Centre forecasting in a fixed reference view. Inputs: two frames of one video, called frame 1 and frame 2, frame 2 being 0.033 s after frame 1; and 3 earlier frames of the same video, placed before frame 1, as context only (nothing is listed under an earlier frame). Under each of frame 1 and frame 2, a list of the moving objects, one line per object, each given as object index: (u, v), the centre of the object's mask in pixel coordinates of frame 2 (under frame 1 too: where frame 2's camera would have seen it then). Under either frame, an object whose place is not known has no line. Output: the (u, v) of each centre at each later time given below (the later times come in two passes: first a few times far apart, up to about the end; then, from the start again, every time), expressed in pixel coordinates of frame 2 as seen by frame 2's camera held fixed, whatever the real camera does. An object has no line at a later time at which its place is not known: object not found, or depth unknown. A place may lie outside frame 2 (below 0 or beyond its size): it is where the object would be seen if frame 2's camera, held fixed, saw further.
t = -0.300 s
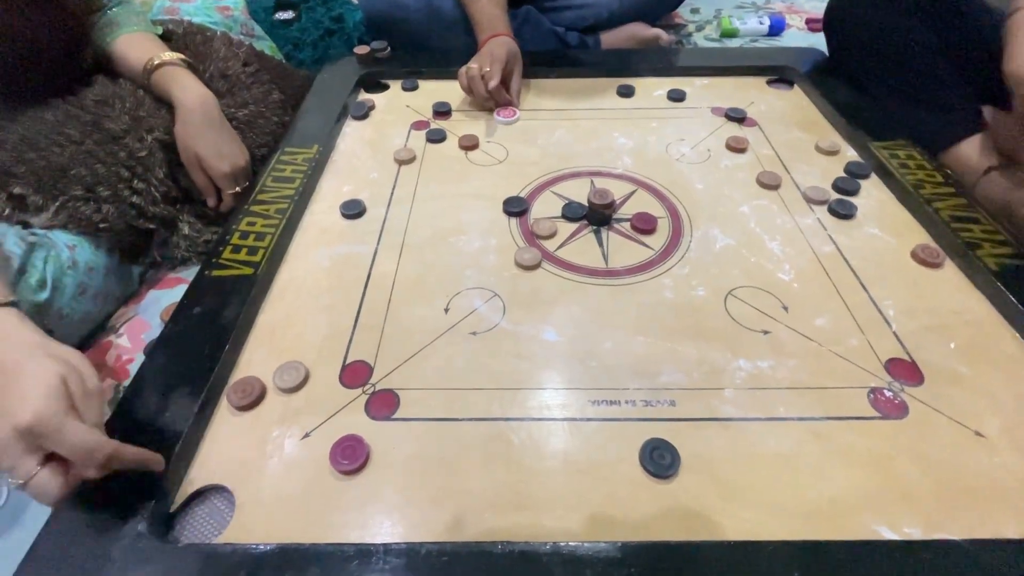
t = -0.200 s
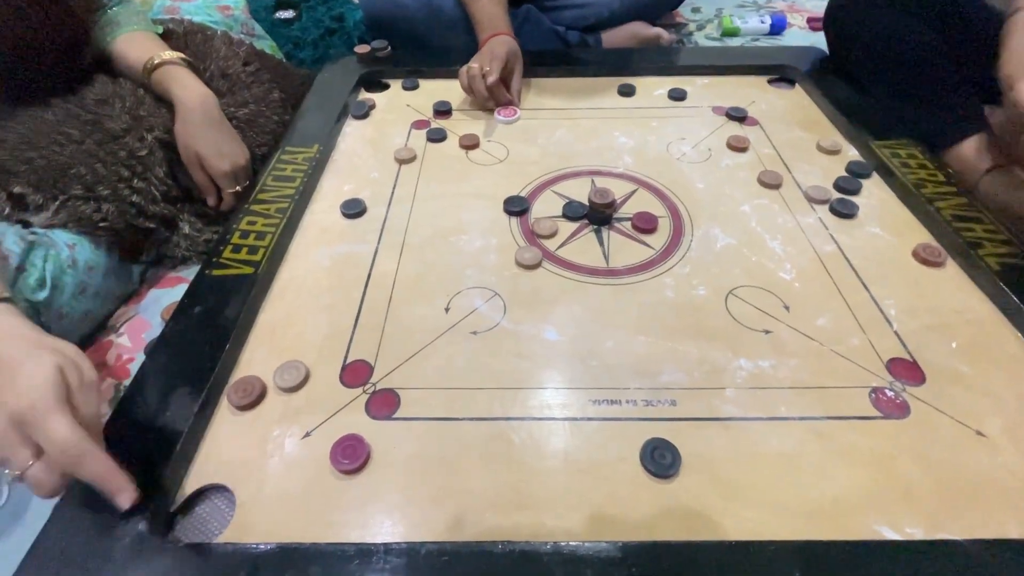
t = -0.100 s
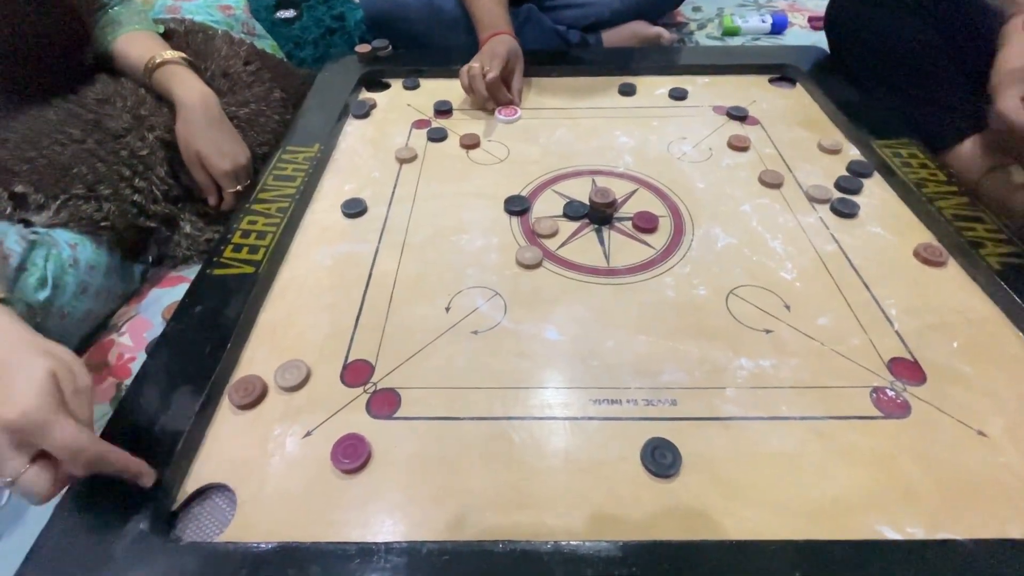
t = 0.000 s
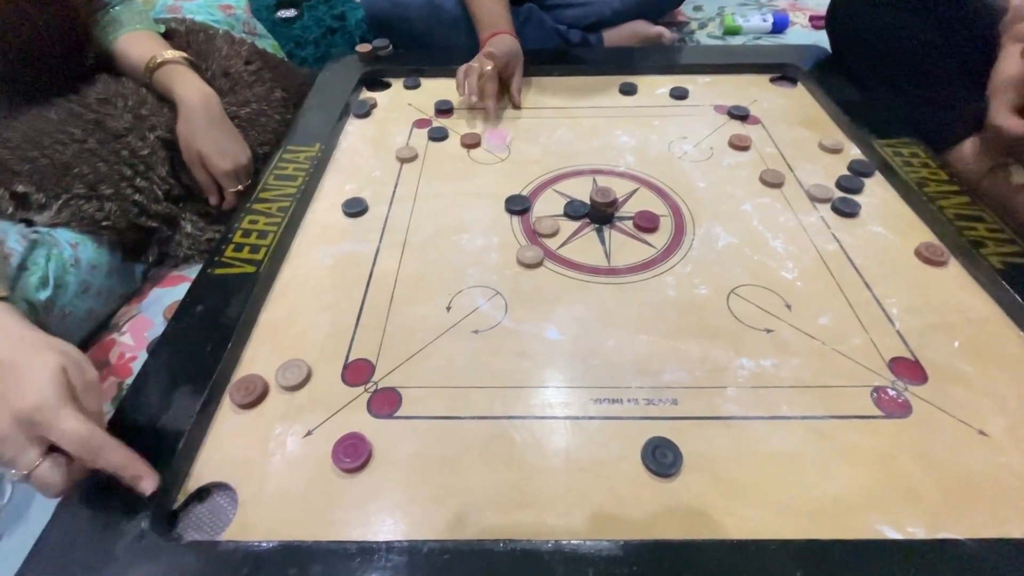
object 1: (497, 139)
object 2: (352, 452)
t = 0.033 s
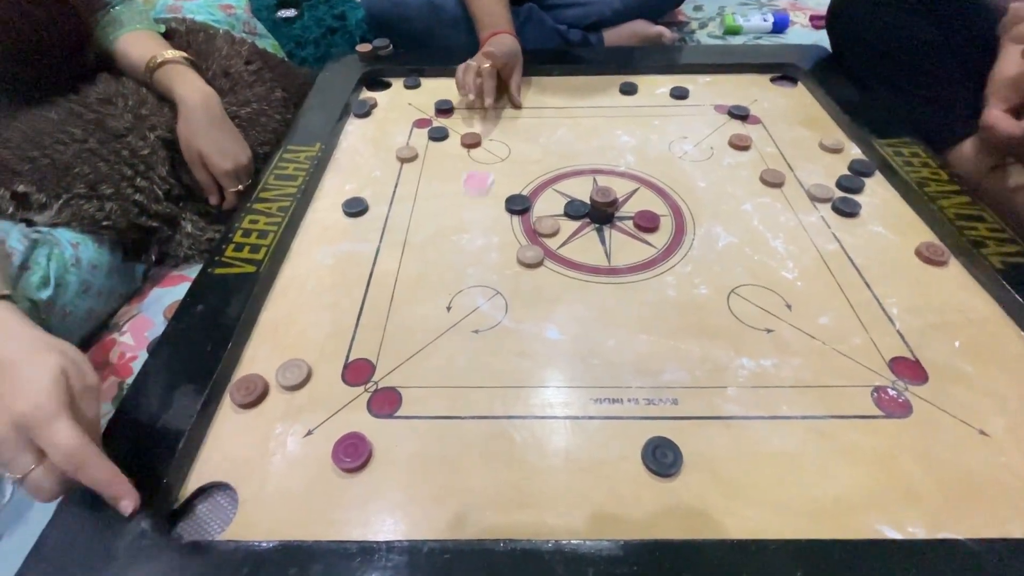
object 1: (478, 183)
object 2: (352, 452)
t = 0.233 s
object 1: (298, 460)
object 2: (340, 424)
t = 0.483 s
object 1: (229, 476)
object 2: (478, 378)
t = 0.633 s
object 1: (230, 476)
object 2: (521, 351)
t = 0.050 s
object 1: (466, 205)
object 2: (352, 452)
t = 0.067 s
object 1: (453, 233)
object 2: (352, 452)
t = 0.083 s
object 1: (438, 262)
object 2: (352, 452)
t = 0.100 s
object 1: (423, 294)
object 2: (352, 452)
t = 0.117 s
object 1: (404, 333)
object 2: (352, 452)
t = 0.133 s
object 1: (383, 375)
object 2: (352, 452)
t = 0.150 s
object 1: (363, 416)
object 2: (349, 462)
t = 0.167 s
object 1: (348, 436)
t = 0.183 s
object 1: (335, 445)
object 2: (333, 473)
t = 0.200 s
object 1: (312, 456)
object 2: (335, 455)
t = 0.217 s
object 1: (305, 461)
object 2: (337, 439)
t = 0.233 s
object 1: (298, 460)
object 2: (340, 424)
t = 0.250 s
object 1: (288, 462)
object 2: (343, 411)
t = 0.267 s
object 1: (279, 464)
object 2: (351, 401)
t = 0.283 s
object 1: (270, 466)
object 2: (356, 396)
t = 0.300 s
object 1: (263, 468)
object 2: (369, 382)
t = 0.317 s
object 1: (256, 469)
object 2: (379, 375)
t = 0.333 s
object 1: (250, 471)
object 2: (388, 370)
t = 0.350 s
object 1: (245, 471)
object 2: (400, 367)
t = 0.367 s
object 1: (241, 472)
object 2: (411, 368)
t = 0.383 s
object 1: (237, 473)
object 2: (422, 370)
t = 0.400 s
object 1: (234, 474)
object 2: (433, 372)
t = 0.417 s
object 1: (232, 474)
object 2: (446, 378)
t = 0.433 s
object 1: (231, 475)
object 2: (456, 385)
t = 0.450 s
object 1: (230, 476)
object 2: (467, 393)
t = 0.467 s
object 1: (230, 476)
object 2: (473, 389)
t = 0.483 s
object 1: (229, 476)
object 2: (478, 378)
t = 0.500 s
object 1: (229, 476)
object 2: (482, 371)
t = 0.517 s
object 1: (229, 476)
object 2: (488, 364)
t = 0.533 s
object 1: (229, 476)
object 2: (493, 358)
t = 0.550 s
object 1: (230, 476)
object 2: (499, 355)
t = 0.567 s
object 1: (230, 476)
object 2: (505, 354)
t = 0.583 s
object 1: (229, 476)
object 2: (511, 357)
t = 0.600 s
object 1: (230, 476)
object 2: (516, 358)
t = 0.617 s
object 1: (230, 476)
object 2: (519, 355)
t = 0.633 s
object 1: (230, 476)
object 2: (521, 351)
